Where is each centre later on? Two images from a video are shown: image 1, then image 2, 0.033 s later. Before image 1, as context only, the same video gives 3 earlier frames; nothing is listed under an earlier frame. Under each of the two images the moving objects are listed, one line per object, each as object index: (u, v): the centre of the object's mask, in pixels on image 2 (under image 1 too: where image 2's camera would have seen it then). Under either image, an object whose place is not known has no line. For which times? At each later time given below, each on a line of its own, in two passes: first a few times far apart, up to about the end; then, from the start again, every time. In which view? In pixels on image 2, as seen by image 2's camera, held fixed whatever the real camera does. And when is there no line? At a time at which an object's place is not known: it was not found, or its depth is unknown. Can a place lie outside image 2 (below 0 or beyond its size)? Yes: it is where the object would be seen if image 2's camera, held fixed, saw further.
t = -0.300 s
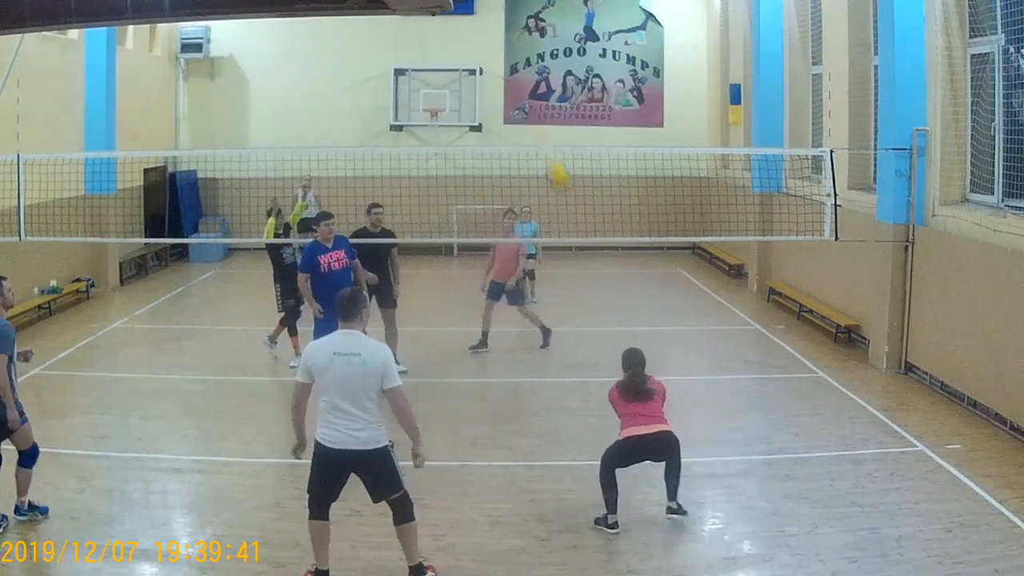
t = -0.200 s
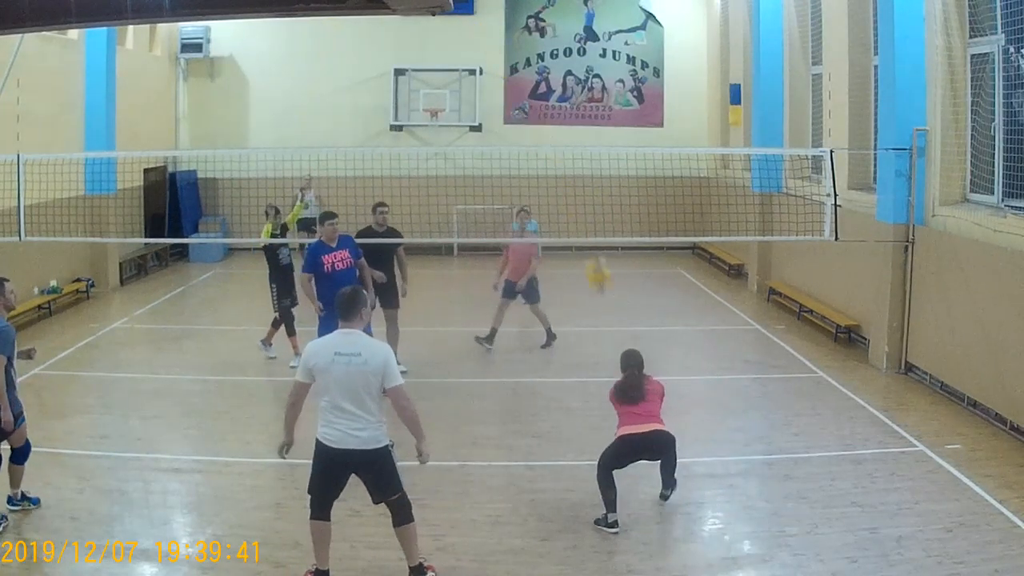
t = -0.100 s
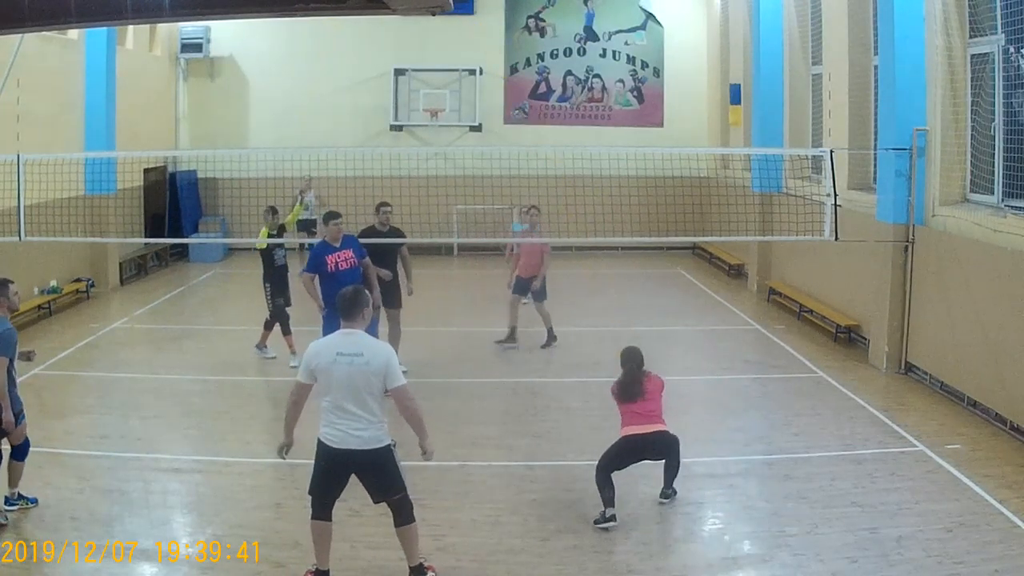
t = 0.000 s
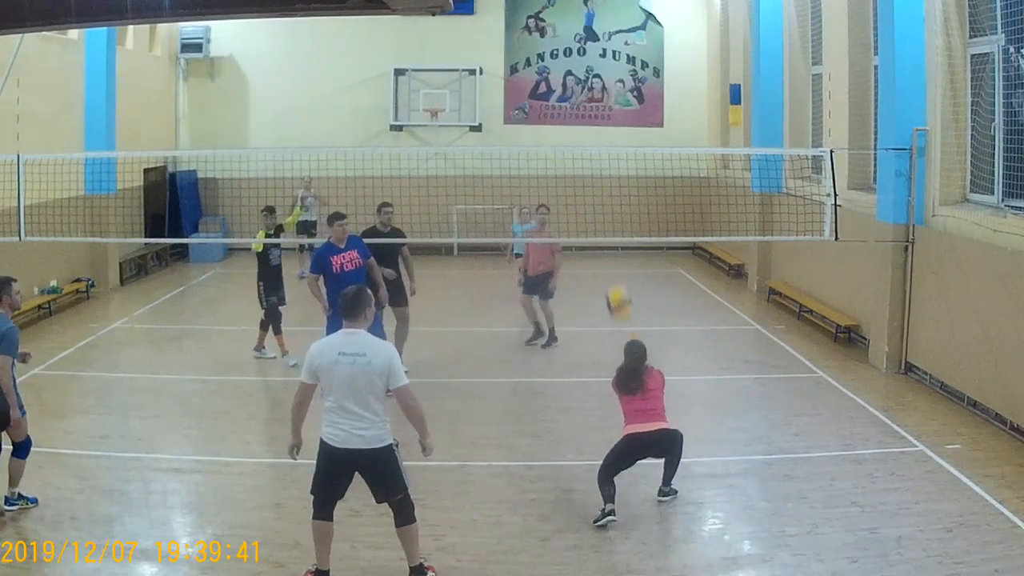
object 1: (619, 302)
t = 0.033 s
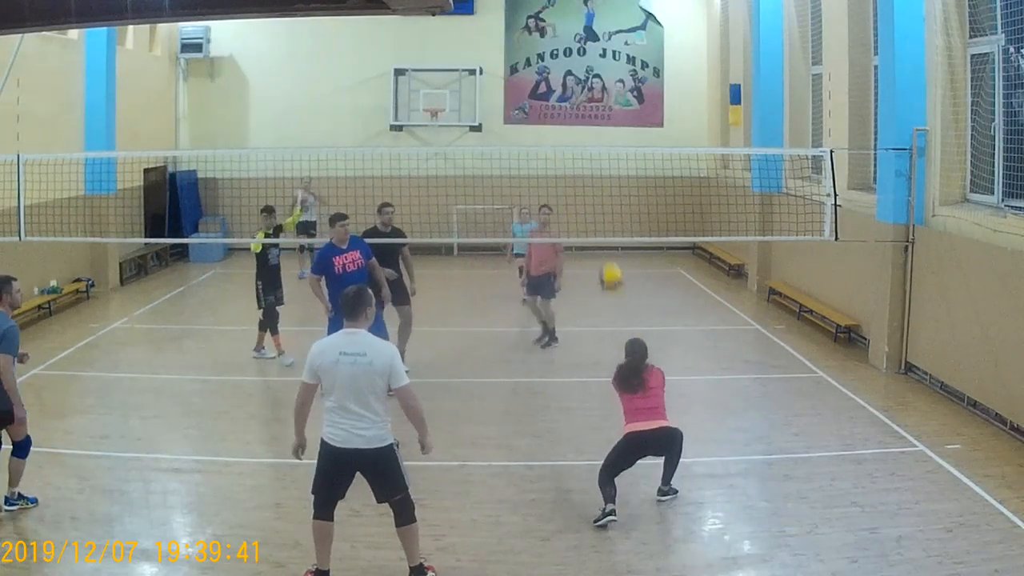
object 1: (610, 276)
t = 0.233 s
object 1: (564, 163)
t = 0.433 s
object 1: (525, 107)
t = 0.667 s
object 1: (484, 103)
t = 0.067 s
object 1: (602, 254)
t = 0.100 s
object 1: (593, 230)
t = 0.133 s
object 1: (587, 213)
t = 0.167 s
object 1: (579, 196)
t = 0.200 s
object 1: (572, 178)
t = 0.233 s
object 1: (564, 163)
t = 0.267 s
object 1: (558, 151)
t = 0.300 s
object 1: (551, 139)
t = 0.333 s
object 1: (545, 128)
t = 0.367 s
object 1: (538, 119)
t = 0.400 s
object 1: (532, 112)
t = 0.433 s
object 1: (525, 107)
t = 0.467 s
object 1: (519, 102)
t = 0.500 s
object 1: (514, 100)
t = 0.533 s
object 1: (507, 98)
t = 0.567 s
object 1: (501, 97)
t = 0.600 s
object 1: (496, 97)
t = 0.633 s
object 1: (489, 100)
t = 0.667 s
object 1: (484, 103)
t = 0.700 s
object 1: (479, 107)
